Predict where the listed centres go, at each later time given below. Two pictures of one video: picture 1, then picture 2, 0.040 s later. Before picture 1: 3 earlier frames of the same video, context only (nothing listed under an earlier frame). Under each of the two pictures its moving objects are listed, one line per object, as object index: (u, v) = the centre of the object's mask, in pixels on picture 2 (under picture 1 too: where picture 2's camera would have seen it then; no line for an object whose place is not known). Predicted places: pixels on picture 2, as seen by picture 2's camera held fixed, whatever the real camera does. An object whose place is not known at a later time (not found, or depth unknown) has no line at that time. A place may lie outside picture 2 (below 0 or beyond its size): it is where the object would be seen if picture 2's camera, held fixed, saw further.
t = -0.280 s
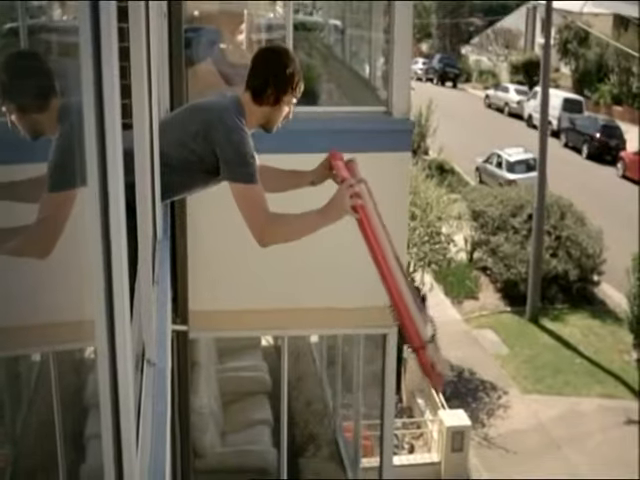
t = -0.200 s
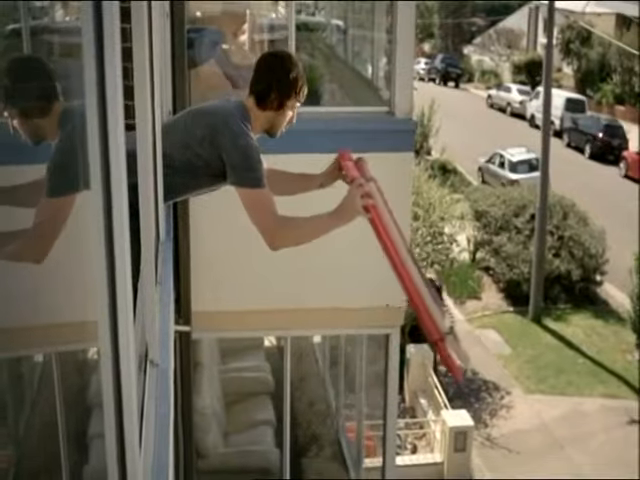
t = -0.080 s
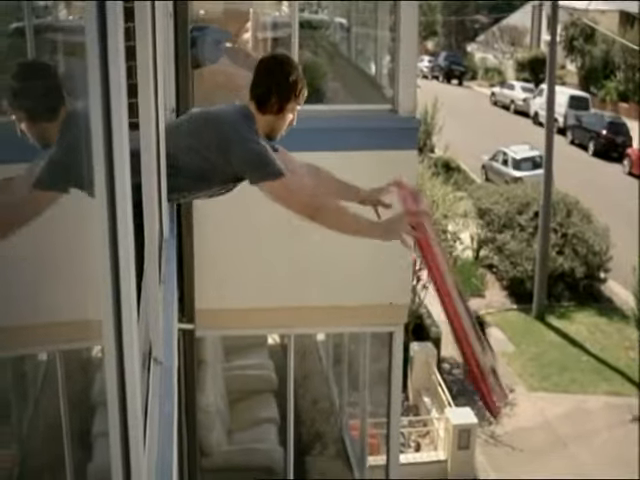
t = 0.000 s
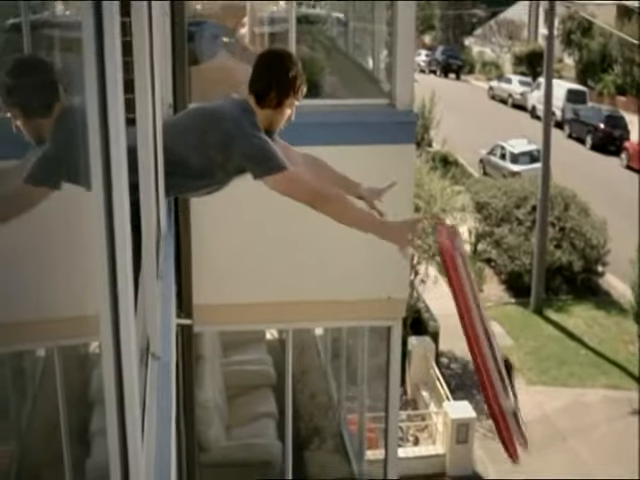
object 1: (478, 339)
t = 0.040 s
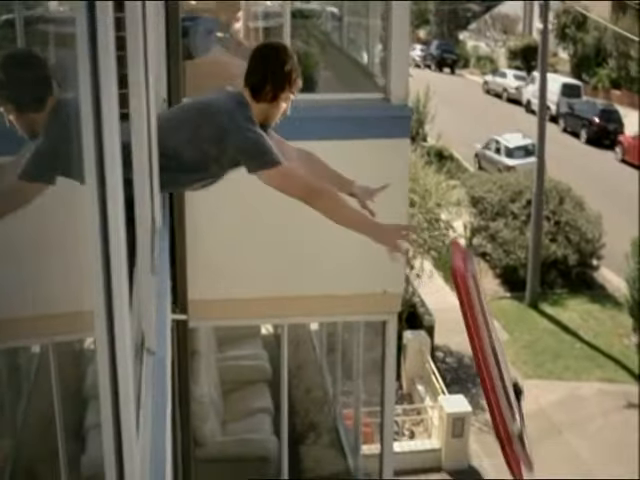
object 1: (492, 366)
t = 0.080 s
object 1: (502, 387)
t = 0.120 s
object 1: (514, 412)
